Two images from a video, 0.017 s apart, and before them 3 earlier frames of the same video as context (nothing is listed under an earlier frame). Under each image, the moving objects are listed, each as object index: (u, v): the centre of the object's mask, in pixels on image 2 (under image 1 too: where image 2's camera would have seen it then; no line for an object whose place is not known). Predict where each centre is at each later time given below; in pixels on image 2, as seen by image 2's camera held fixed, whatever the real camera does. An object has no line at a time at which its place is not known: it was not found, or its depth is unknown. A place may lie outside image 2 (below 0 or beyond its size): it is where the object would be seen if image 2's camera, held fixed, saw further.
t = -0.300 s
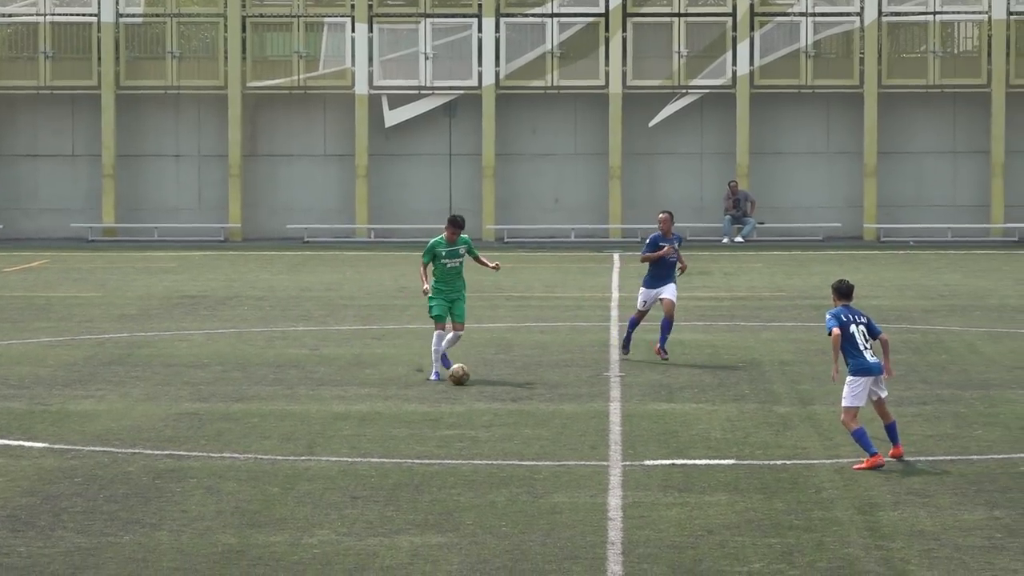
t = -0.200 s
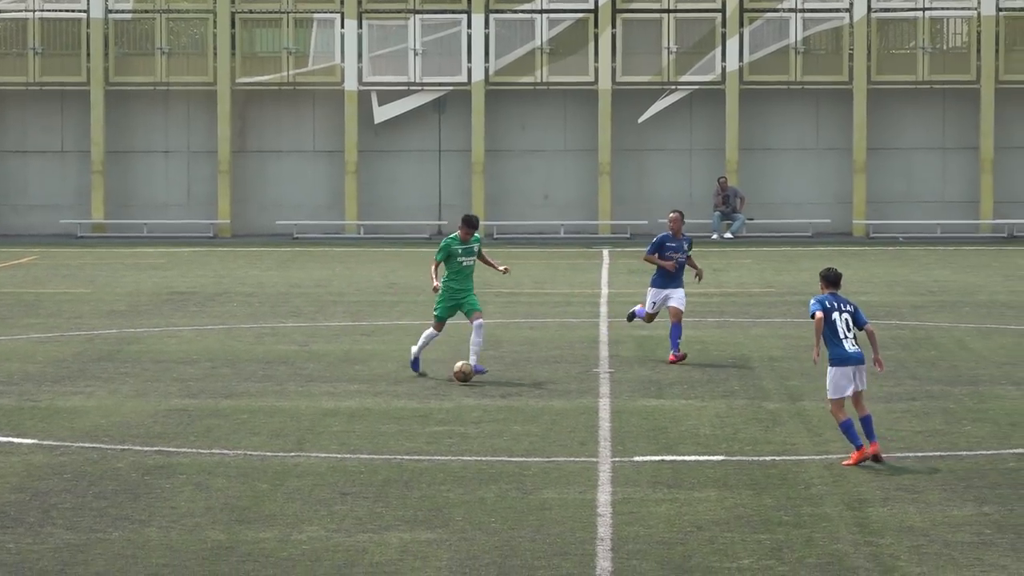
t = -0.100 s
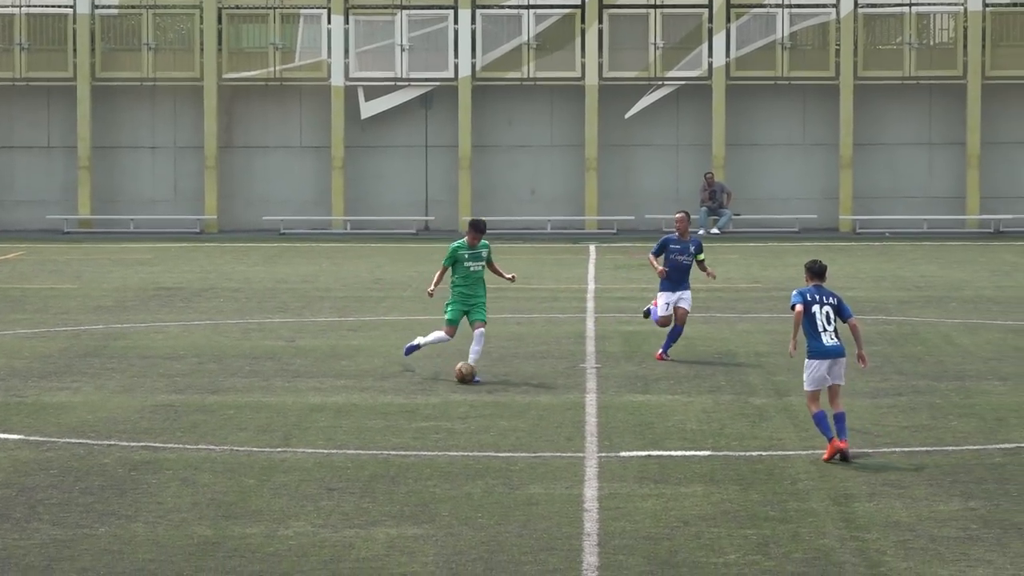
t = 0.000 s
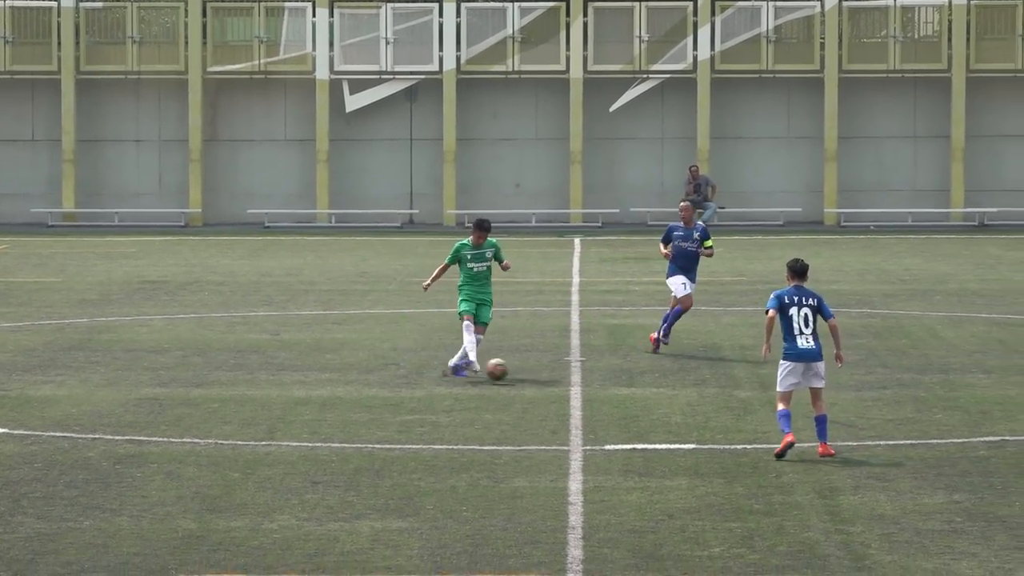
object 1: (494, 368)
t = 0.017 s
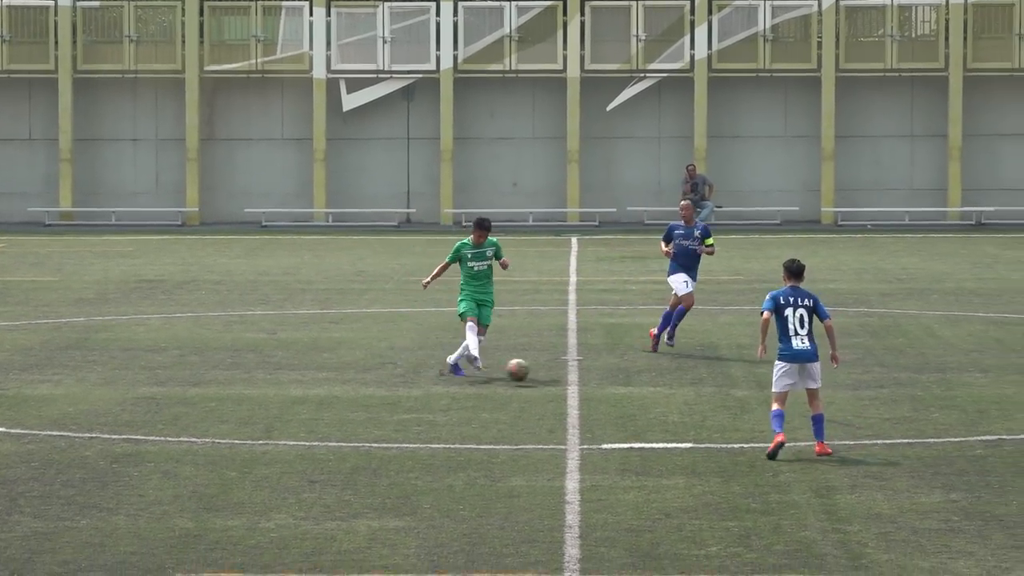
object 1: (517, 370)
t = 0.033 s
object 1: (541, 371)
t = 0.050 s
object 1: (566, 374)
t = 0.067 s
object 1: (591, 376)
